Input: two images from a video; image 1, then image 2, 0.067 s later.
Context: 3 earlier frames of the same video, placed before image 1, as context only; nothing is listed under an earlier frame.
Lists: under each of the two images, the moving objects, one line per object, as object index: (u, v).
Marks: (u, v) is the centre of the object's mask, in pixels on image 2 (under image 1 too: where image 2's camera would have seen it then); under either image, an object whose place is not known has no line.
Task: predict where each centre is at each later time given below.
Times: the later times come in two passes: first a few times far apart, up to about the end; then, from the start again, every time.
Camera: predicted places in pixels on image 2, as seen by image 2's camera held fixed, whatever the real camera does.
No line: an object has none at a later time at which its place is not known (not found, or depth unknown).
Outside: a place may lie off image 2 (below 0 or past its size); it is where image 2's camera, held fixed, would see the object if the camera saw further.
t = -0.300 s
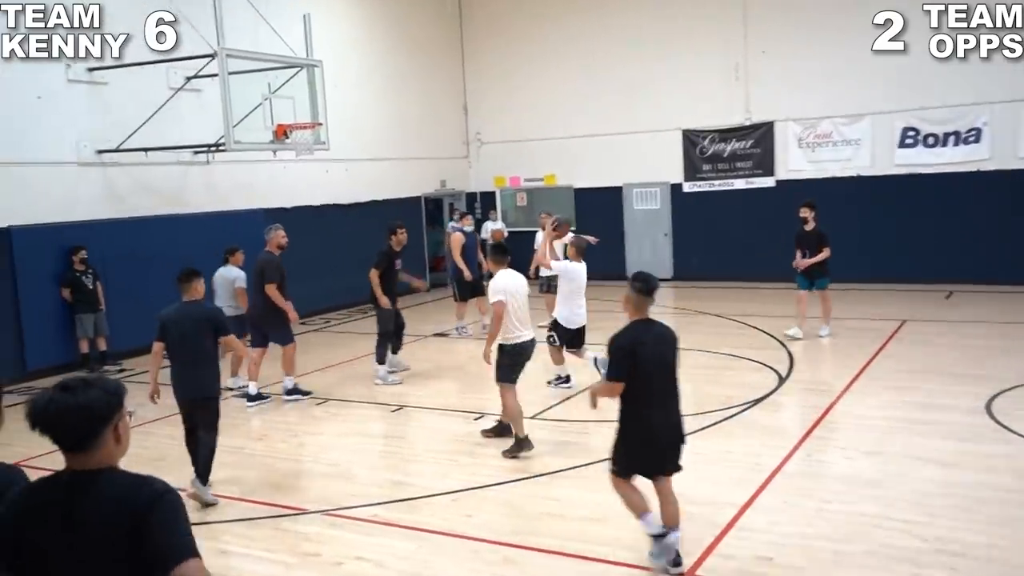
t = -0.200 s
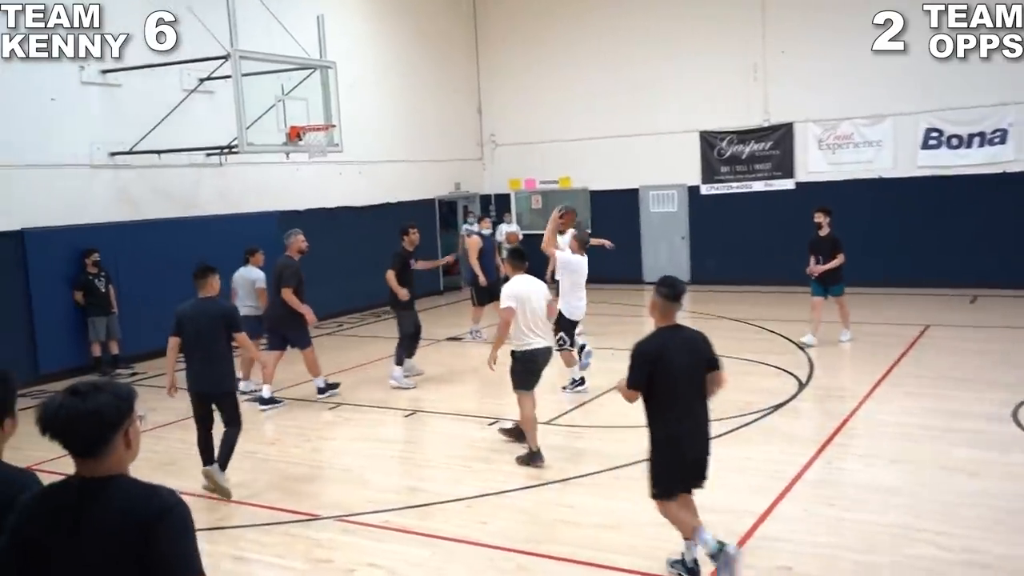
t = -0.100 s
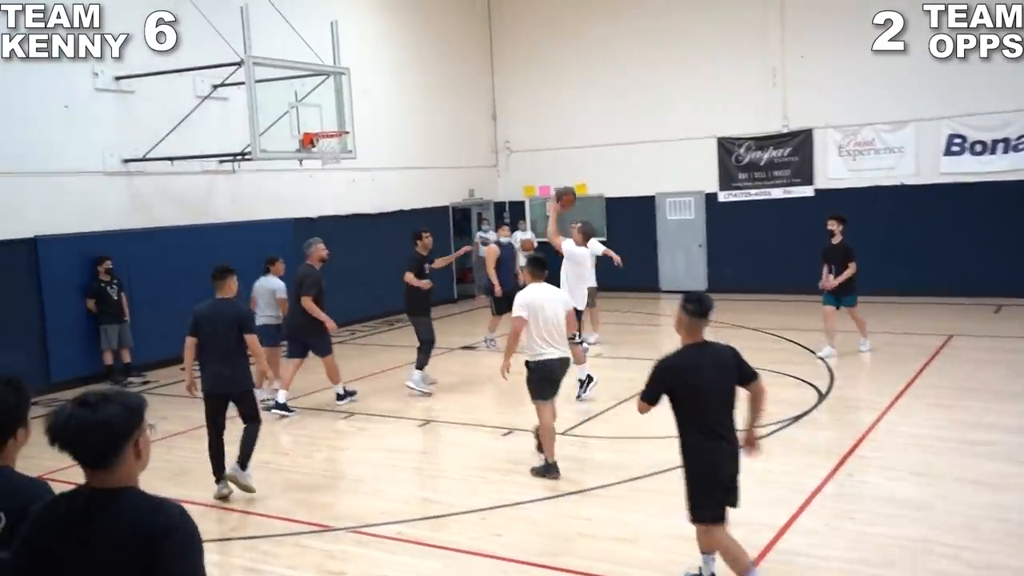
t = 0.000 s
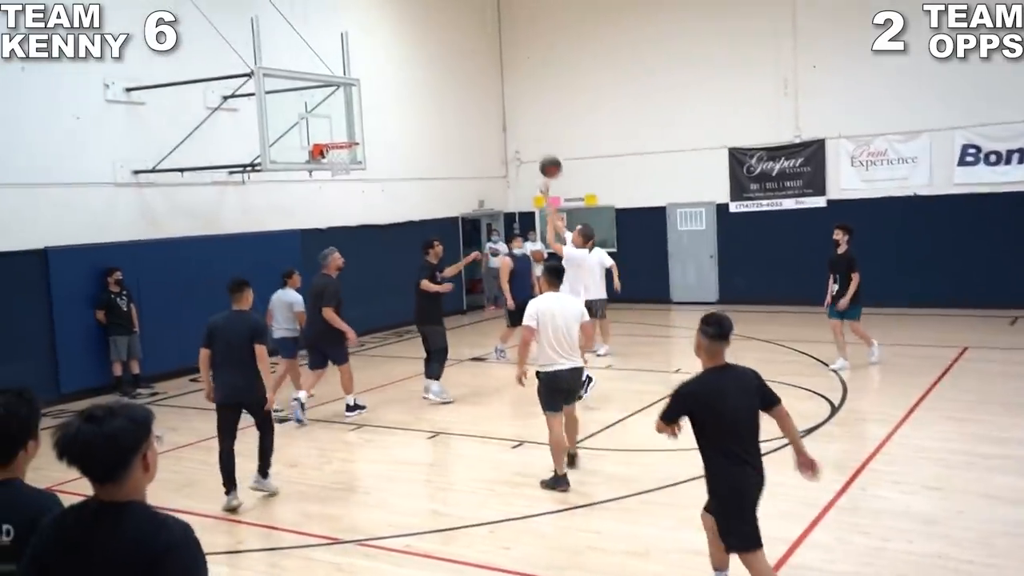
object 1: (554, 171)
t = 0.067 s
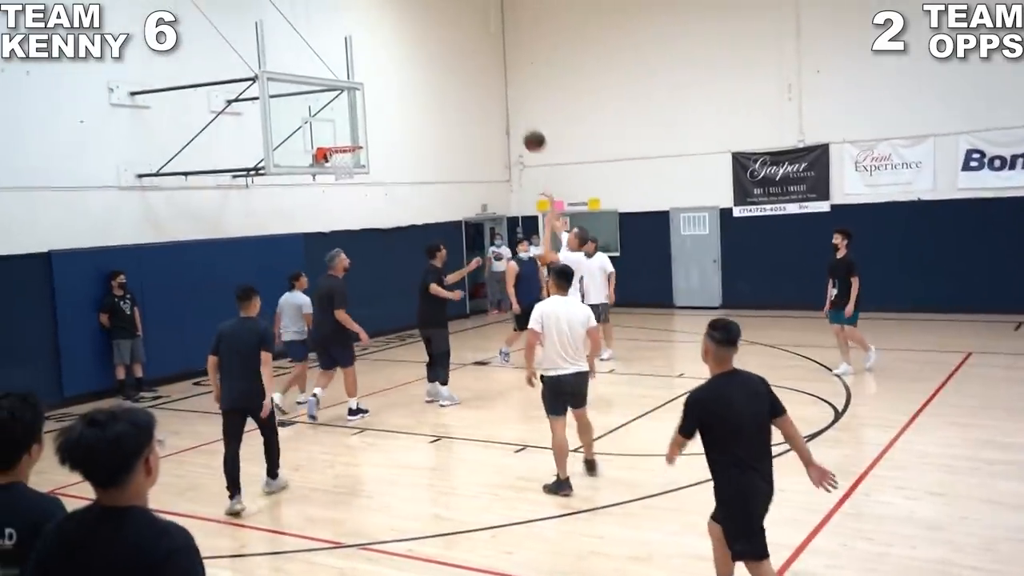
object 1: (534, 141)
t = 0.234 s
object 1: (489, 86)
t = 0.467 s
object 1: (433, 54)
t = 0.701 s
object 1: (387, 70)
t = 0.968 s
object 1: (344, 137)
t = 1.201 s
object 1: (375, 158)
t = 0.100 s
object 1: (525, 128)
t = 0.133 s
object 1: (515, 116)
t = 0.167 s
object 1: (506, 105)
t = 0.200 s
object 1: (497, 95)
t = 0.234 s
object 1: (489, 86)
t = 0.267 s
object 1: (480, 78)
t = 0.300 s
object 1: (472, 71)
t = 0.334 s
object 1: (464, 66)
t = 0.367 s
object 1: (456, 62)
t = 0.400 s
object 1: (448, 58)
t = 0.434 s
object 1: (441, 56)
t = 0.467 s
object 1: (433, 54)
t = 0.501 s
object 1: (426, 54)
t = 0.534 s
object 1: (420, 54)
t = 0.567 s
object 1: (413, 56)
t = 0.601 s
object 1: (406, 58)
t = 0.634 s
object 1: (400, 61)
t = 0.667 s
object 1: (394, 66)
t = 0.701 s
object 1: (387, 70)
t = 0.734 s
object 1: (381, 76)
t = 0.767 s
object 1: (376, 83)
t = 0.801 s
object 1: (369, 90)
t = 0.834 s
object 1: (364, 98)
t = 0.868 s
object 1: (359, 107)
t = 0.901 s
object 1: (353, 116)
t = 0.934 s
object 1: (349, 127)
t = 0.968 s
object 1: (344, 137)
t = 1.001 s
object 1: (345, 142)
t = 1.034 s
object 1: (351, 144)
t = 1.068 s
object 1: (356, 145)
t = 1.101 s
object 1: (363, 148)
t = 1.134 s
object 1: (367, 151)
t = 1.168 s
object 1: (370, 155)
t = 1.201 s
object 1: (375, 158)
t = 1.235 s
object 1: (380, 163)
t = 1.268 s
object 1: (385, 168)
